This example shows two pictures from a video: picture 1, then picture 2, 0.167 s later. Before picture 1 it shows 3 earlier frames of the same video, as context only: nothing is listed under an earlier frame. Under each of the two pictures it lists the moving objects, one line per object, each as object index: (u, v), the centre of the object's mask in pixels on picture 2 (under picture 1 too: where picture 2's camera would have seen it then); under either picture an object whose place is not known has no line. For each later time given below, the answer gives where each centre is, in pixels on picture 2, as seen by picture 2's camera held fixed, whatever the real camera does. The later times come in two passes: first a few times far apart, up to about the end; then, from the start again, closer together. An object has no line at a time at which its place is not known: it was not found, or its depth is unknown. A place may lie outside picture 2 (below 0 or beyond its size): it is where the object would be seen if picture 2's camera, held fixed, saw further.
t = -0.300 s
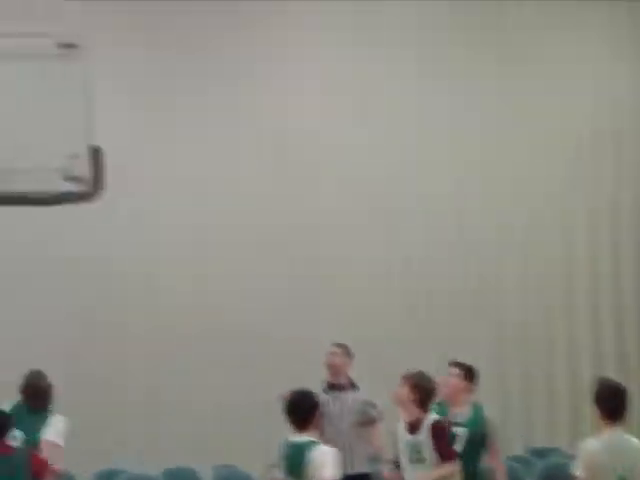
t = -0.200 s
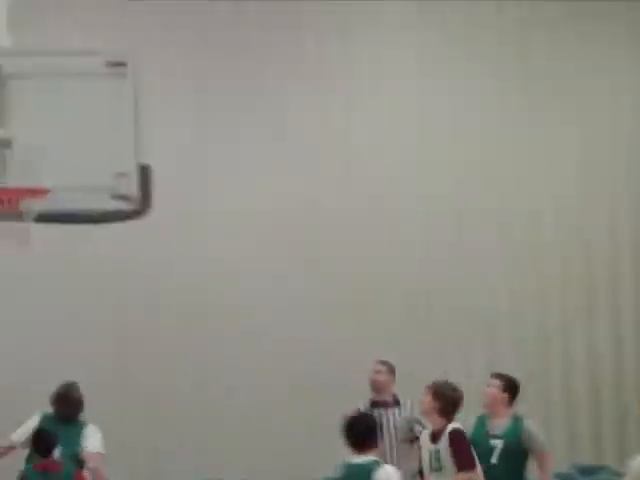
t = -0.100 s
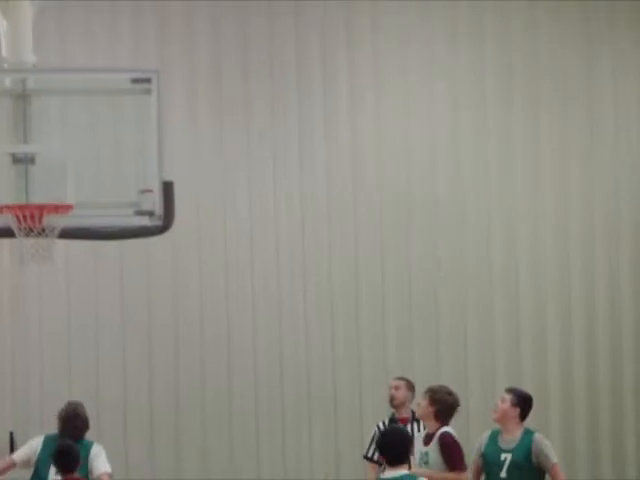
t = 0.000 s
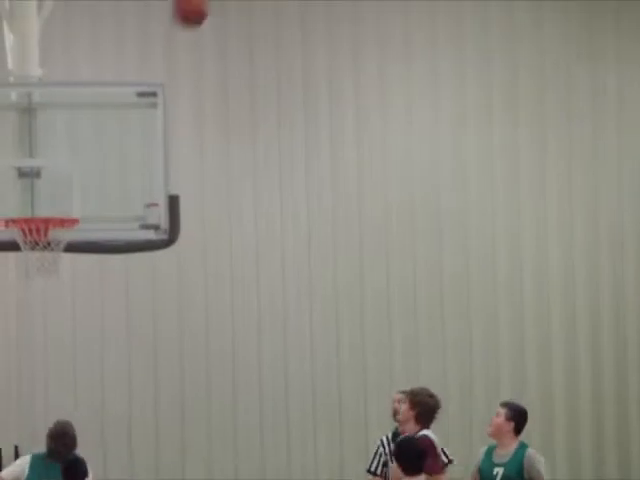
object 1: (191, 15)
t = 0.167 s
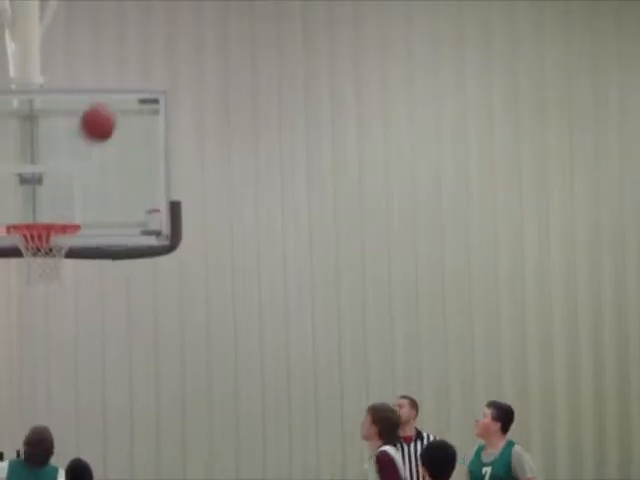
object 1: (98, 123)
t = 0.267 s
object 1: (41, 201)
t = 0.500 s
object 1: (61, 283)
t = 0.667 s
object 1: (94, 368)
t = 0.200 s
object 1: (79, 147)
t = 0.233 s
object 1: (60, 174)
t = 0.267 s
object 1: (41, 201)
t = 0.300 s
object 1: (32, 217)
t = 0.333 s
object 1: (32, 231)
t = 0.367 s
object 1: (34, 245)
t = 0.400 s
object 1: (37, 251)
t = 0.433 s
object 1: (44, 261)
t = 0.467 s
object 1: (54, 273)
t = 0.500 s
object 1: (61, 283)
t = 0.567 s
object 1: (74, 312)
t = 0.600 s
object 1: (81, 329)
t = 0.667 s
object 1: (94, 368)
